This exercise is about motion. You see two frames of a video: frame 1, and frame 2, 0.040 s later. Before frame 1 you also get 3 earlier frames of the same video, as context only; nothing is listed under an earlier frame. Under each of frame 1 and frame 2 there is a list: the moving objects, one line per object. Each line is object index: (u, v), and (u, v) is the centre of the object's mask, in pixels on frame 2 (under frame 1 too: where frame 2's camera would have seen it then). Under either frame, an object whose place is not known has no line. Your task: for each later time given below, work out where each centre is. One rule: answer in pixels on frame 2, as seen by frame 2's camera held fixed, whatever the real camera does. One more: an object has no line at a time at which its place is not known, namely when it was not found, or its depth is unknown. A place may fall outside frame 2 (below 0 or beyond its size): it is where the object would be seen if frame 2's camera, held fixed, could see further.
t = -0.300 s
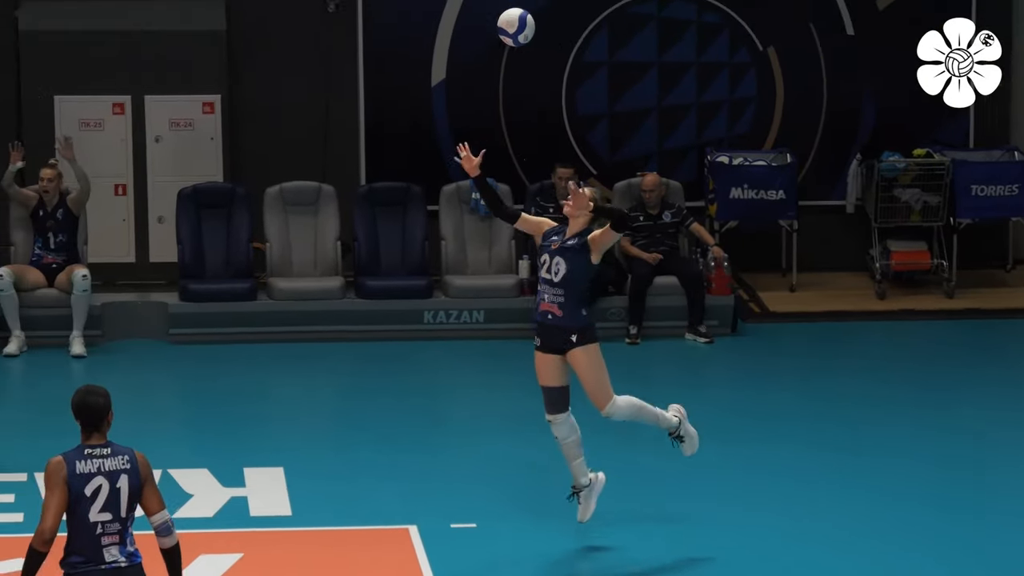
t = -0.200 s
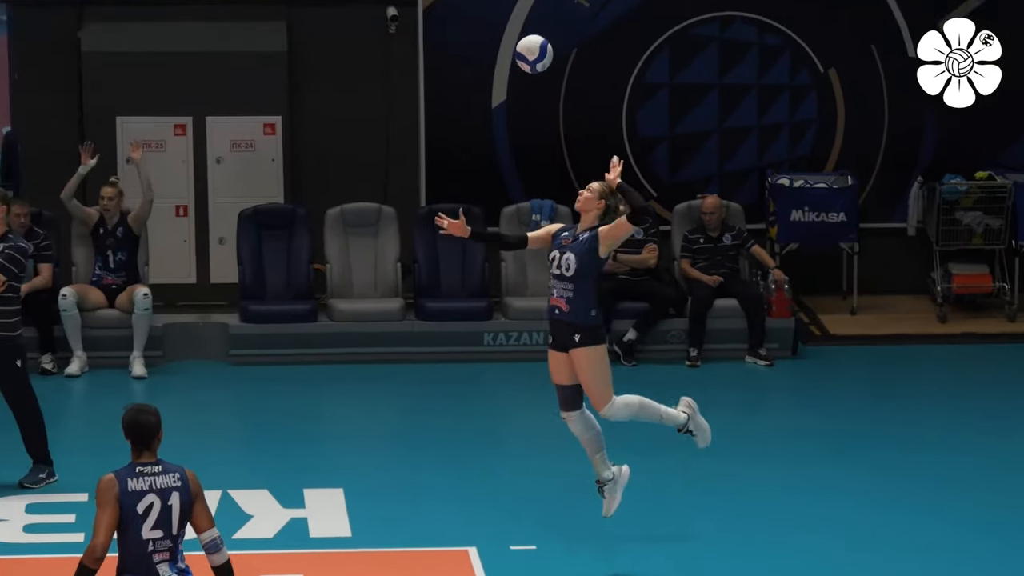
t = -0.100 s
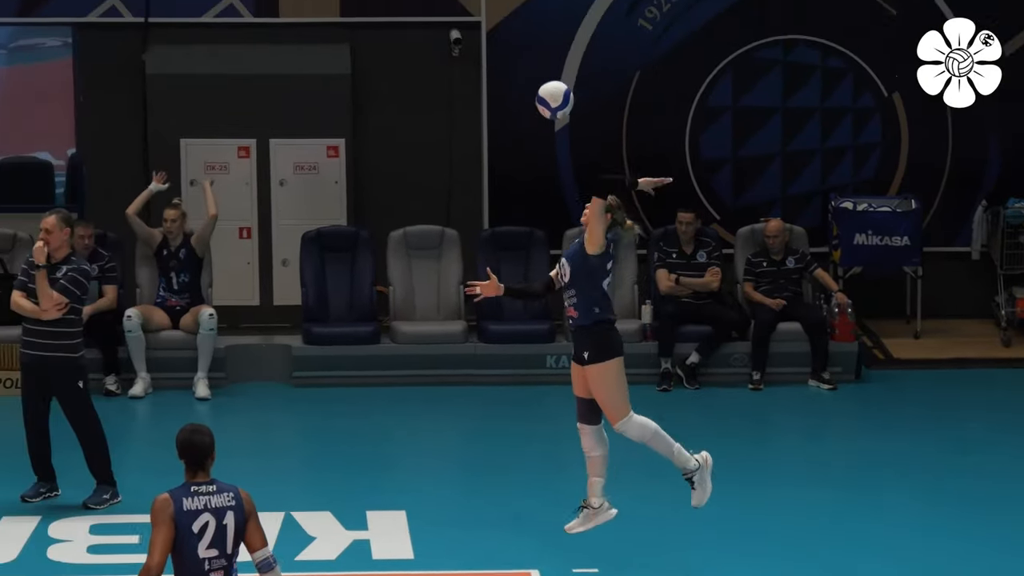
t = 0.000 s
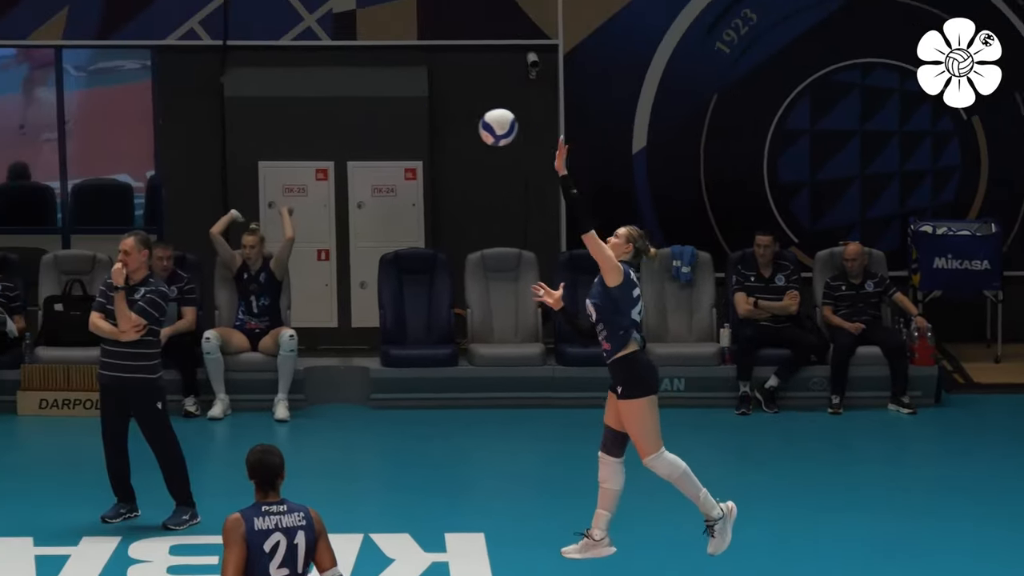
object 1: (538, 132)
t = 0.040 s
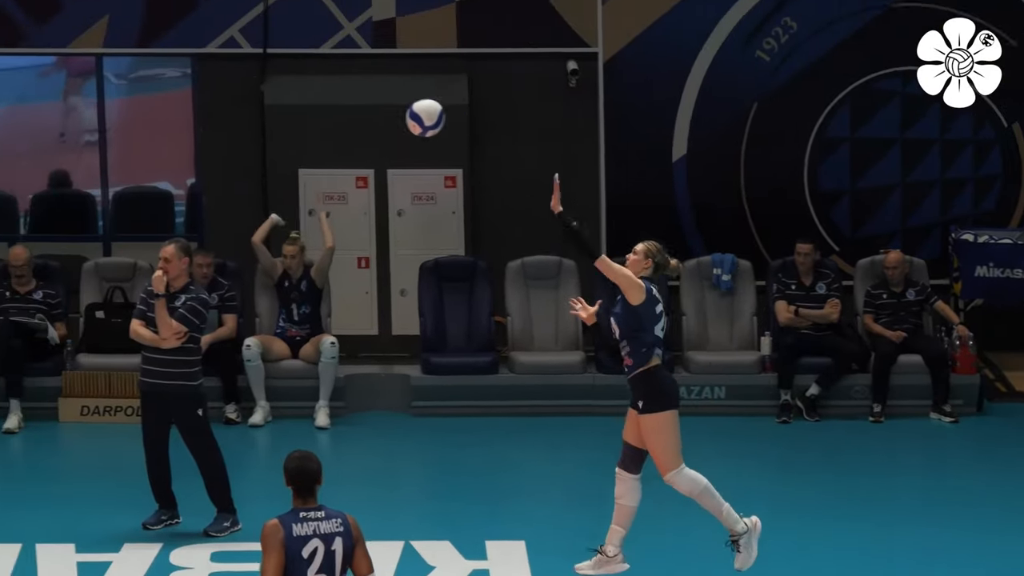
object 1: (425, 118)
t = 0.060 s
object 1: (369, 110)
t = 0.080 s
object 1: (312, 103)
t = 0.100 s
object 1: (254, 97)
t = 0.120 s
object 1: (196, 91)
